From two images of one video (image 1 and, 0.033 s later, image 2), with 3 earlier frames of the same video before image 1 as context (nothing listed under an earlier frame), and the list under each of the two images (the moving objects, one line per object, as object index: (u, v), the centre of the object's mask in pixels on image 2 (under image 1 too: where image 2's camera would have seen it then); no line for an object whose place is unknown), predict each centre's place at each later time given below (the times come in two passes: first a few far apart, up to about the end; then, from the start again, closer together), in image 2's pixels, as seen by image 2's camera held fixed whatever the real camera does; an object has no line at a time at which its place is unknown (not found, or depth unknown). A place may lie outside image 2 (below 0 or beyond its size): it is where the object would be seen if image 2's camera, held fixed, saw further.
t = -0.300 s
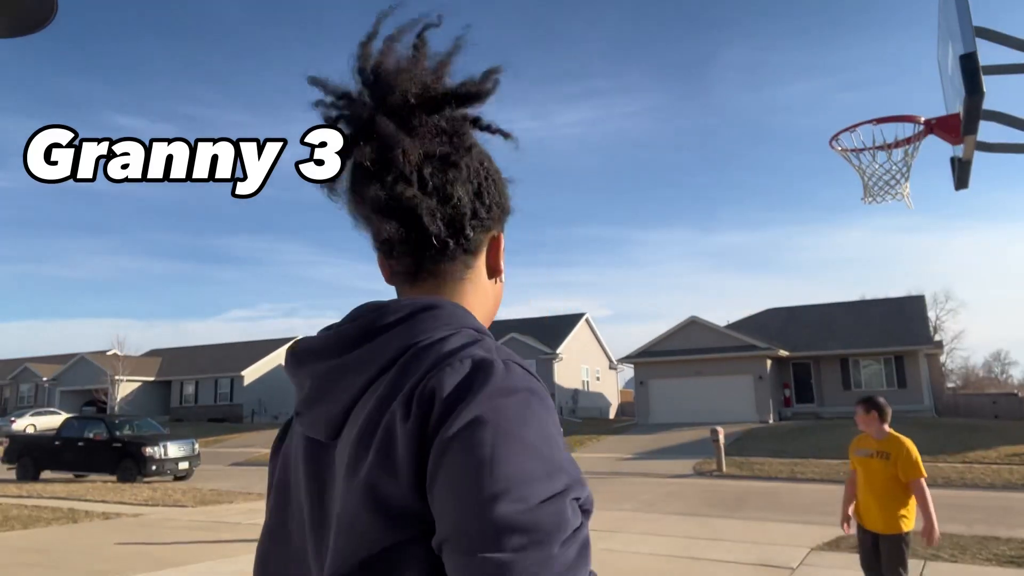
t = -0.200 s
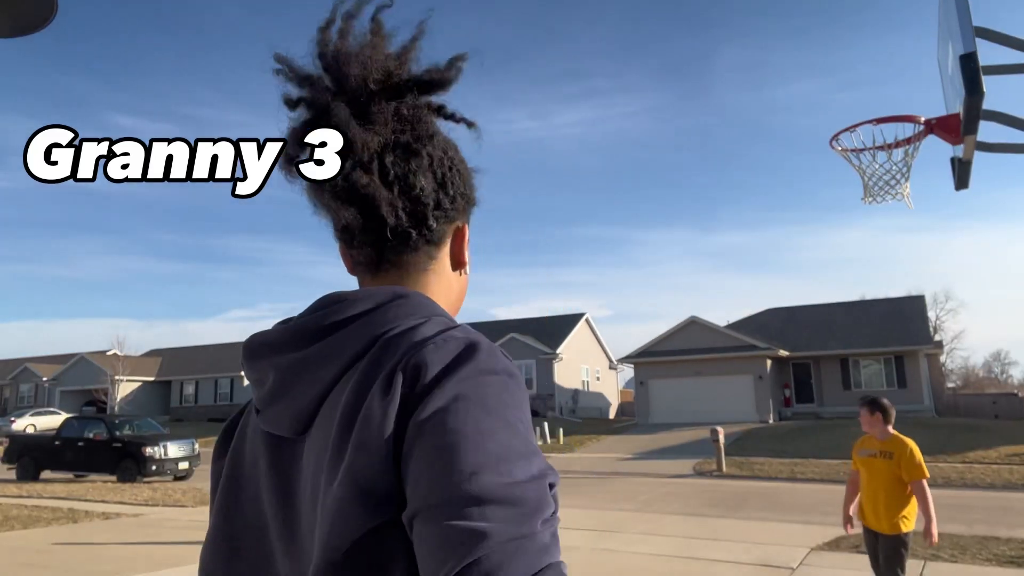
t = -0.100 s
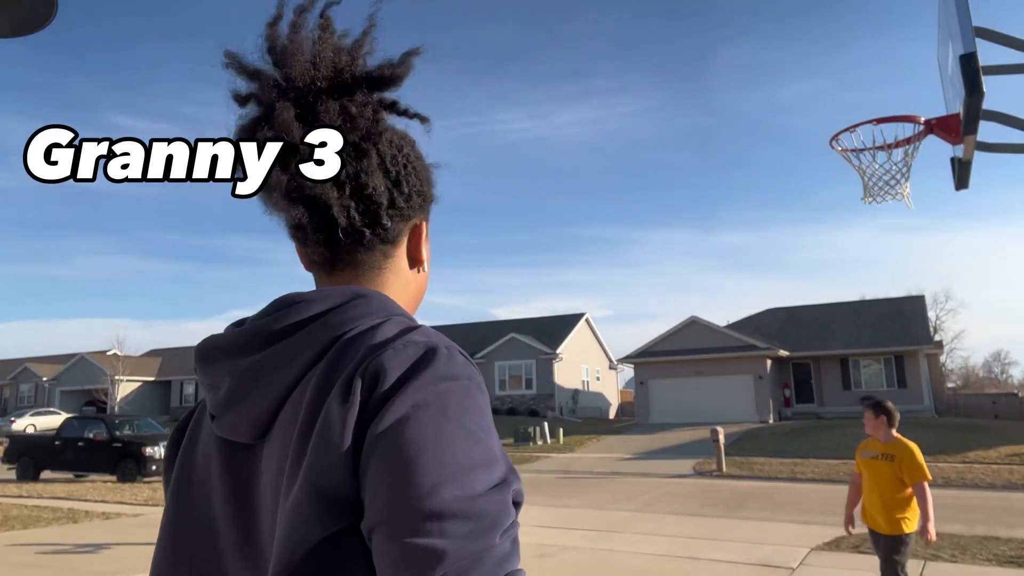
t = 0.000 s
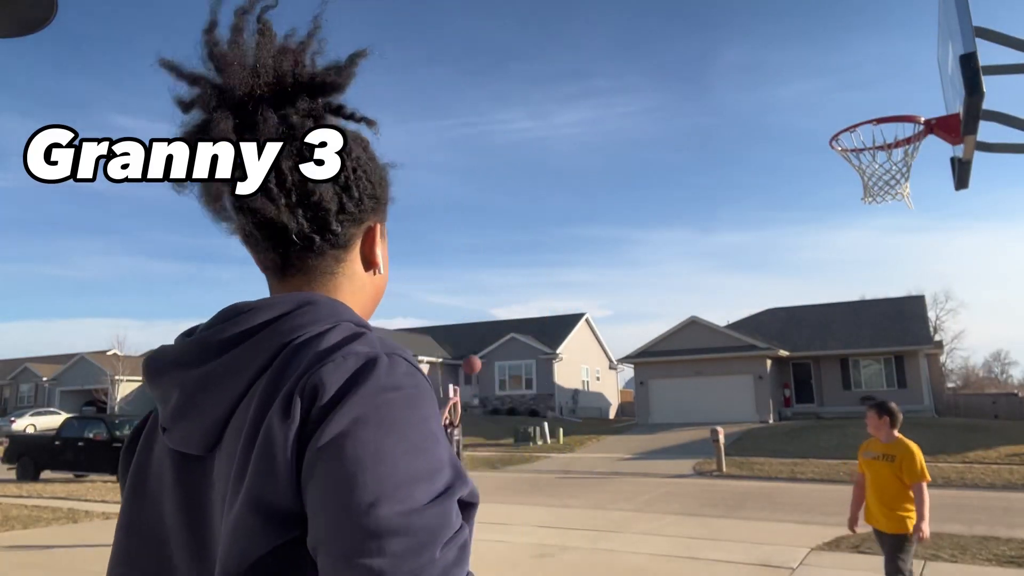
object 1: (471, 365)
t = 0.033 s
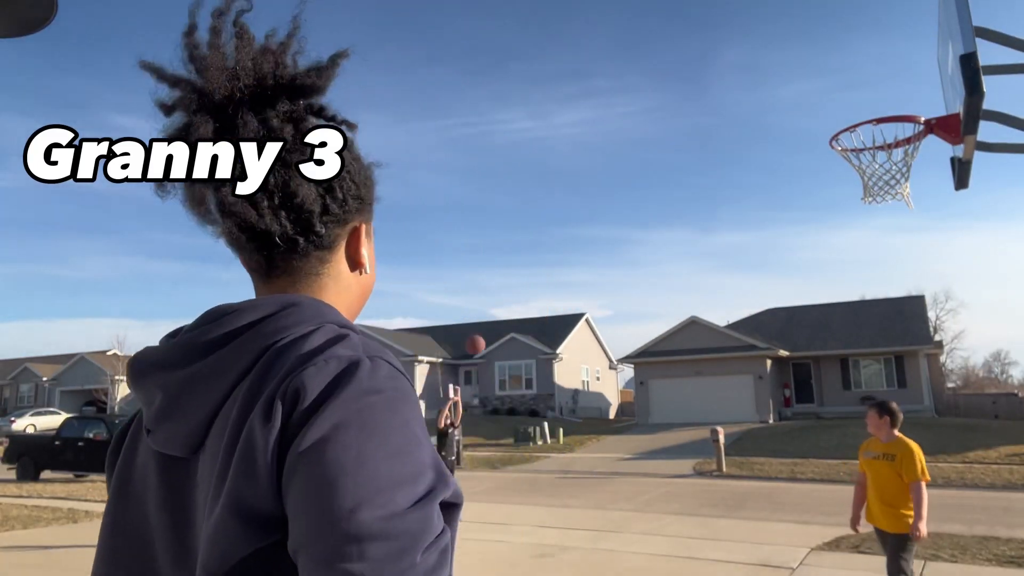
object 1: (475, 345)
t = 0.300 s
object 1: (512, 205)
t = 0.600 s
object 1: (568, 89)
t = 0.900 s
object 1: (651, 32)
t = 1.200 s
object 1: (790, 75)
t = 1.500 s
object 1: (920, 157)
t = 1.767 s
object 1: (947, 269)
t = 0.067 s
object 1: (480, 326)
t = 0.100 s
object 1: (484, 307)
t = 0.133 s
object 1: (488, 289)
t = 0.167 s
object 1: (492, 271)
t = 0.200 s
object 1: (497, 254)
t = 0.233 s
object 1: (502, 237)
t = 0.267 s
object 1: (507, 221)
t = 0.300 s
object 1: (512, 205)
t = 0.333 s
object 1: (517, 190)
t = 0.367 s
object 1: (522, 175)
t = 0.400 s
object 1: (529, 161)
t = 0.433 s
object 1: (534, 147)
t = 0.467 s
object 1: (540, 134)
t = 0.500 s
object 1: (547, 122)
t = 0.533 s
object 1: (554, 110)
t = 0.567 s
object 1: (561, 99)
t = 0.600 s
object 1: (568, 89)
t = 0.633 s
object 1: (575, 79)
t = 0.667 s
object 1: (583, 70)
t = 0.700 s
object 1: (591, 62)
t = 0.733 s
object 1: (600, 55)
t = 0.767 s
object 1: (609, 48)
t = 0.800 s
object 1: (619, 43)
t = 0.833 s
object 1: (629, 38)
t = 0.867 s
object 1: (639, 34)
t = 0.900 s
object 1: (651, 32)
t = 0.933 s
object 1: (663, 30)
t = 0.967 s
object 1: (676, 30)
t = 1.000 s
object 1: (689, 32)
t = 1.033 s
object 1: (703, 34)
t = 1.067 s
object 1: (718, 39)
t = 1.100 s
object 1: (735, 45)
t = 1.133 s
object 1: (752, 53)
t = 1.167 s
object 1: (770, 63)
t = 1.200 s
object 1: (790, 75)
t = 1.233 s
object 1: (811, 90)
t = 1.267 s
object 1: (834, 107)
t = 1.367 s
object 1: (904, 154)
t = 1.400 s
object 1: (912, 155)
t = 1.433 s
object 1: (917, 152)
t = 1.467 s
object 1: (918, 152)
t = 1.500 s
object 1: (920, 157)
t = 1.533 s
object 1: (923, 165)
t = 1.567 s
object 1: (926, 175)
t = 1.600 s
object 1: (929, 186)
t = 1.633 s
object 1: (932, 199)
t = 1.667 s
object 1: (935, 213)
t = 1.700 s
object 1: (939, 230)
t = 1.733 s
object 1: (943, 248)
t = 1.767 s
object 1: (947, 269)
